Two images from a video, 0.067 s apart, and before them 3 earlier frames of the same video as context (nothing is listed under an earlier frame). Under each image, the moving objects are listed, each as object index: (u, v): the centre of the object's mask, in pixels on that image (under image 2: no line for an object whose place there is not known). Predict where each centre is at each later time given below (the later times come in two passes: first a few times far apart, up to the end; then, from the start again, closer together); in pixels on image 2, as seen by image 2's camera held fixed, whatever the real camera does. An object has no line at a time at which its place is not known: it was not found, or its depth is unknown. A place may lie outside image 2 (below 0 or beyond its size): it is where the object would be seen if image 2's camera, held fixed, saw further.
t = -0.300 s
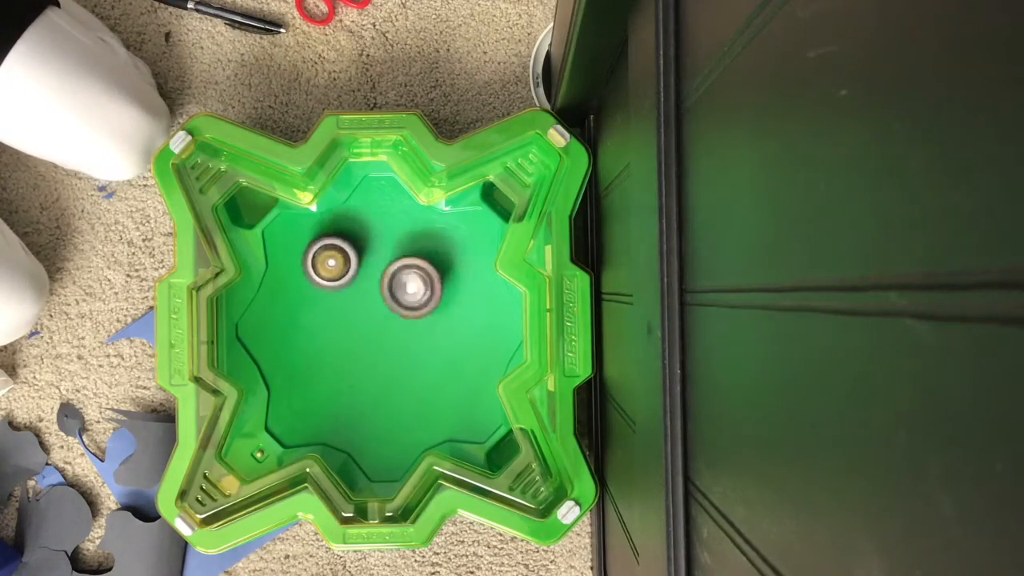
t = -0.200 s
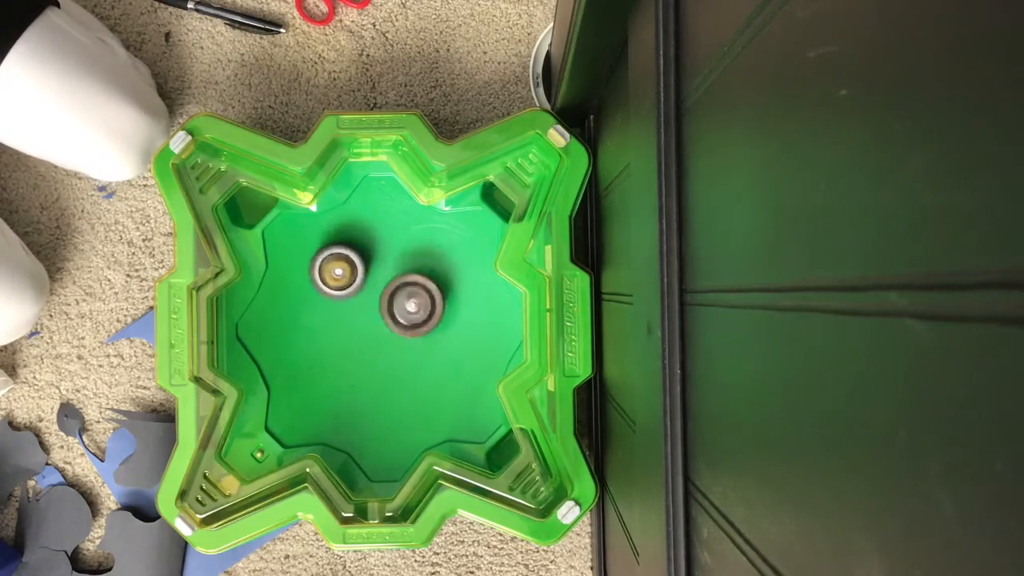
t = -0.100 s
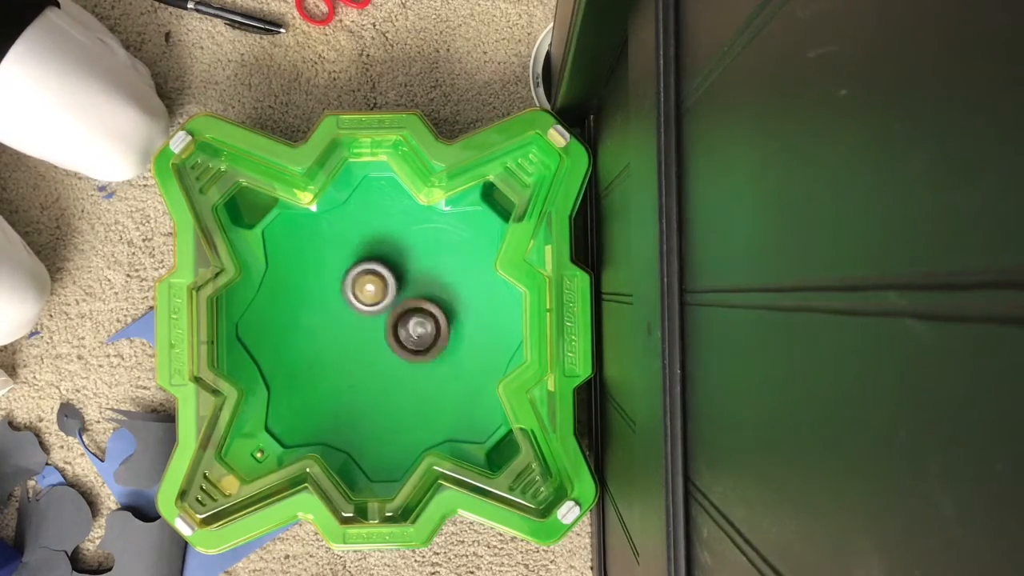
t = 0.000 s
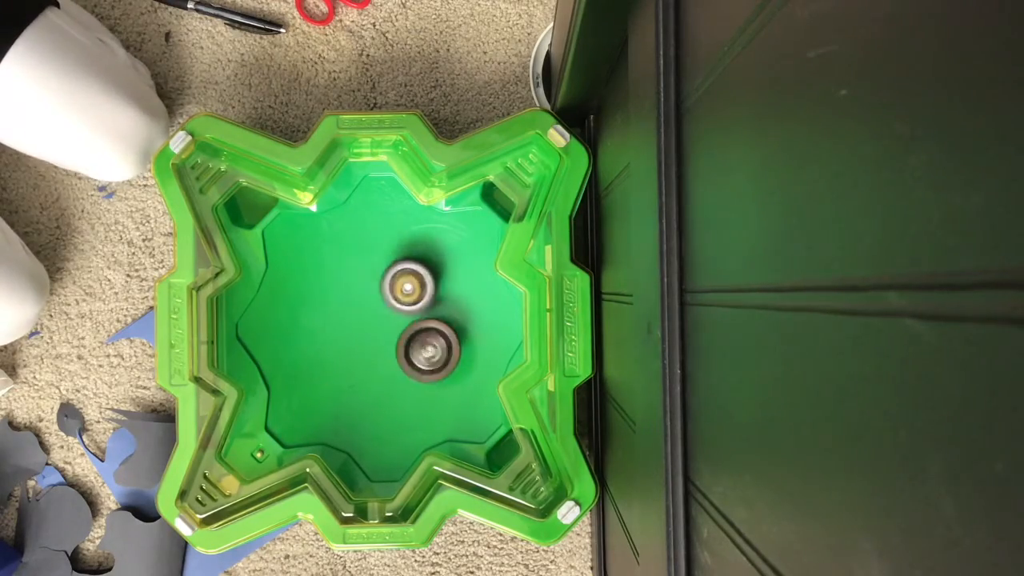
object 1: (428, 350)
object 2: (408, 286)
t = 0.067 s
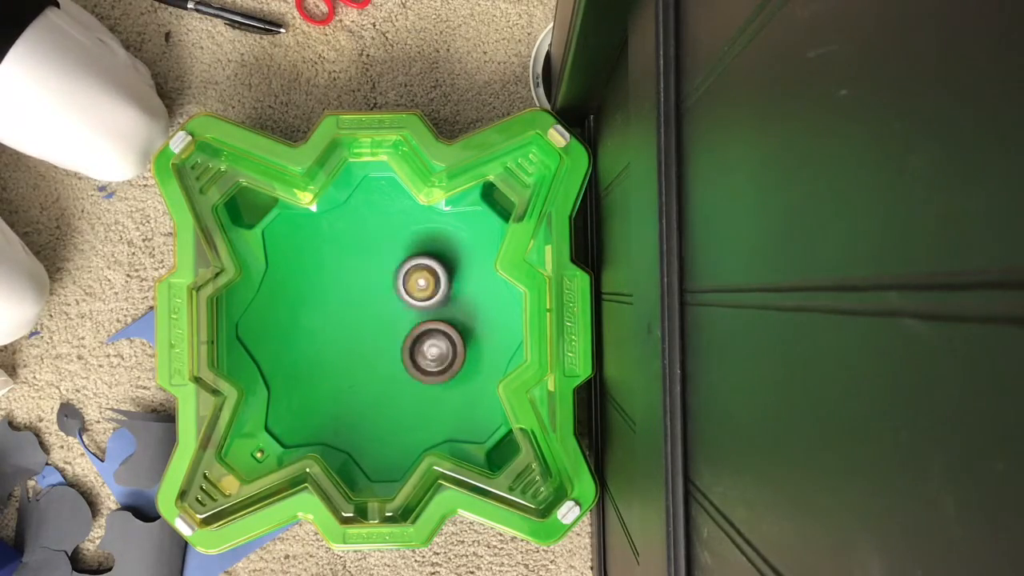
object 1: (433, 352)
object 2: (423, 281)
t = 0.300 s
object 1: (415, 353)
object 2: (362, 306)
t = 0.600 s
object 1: (430, 347)
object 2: (361, 335)
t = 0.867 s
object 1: (385, 331)
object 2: (332, 298)
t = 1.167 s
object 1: (413, 354)
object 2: (405, 284)
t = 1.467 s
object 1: (391, 362)
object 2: (361, 303)
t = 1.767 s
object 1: (411, 355)
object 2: (359, 322)
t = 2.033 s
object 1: (409, 342)
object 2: (378, 289)
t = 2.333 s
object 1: (420, 354)
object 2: (360, 287)
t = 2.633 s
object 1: (420, 382)
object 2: (340, 287)
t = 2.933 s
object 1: (400, 355)
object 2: (354, 301)
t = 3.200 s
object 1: (408, 335)
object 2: (352, 302)
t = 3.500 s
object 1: (410, 346)
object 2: (353, 295)
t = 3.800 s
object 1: (402, 343)
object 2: (365, 300)
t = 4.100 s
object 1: (410, 327)
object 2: (360, 300)
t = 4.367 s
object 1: (406, 329)
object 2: (357, 304)
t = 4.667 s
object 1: (401, 338)
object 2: (357, 307)
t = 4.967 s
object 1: (401, 337)
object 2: (357, 307)
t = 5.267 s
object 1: (402, 337)
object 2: (357, 307)
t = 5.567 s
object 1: (402, 337)
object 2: (357, 307)
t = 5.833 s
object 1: (402, 337)
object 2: (357, 307)
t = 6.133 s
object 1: (402, 337)
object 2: (357, 307)
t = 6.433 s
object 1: (402, 337)
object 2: (357, 307)
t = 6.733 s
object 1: (402, 337)
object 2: (357, 307)
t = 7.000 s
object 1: (402, 337)
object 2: (357, 307)
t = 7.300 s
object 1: (401, 337)
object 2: (357, 307)
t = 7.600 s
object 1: (401, 337)
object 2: (357, 307)
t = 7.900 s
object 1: (401, 337)
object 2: (357, 307)
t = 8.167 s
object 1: (401, 337)
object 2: (357, 308)
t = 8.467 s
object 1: (402, 337)
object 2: (357, 308)
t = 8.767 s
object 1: (401, 337)
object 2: (357, 308)
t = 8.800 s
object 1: (402, 337)
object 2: (357, 308)
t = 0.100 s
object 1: (433, 350)
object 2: (422, 283)
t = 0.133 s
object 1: (435, 351)
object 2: (418, 281)
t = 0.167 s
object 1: (434, 358)
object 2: (406, 273)
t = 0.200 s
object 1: (430, 359)
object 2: (393, 272)
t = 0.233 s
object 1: (426, 358)
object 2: (379, 280)
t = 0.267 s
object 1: (421, 356)
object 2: (368, 292)
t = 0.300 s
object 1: (415, 353)
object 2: (362, 306)
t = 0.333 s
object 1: (411, 352)
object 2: (358, 321)
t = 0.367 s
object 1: (421, 360)
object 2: (346, 325)
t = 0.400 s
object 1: (426, 366)
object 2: (340, 332)
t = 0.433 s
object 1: (426, 368)
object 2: (337, 343)
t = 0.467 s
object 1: (426, 366)
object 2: (341, 352)
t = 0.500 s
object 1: (426, 363)
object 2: (352, 357)
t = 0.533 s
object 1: (426, 358)
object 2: (363, 354)
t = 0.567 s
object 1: (430, 351)
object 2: (363, 346)
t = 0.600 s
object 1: (430, 347)
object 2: (361, 335)
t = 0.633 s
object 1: (426, 340)
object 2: (358, 325)
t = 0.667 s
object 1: (419, 334)
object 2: (354, 313)
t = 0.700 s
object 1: (411, 328)
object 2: (350, 306)
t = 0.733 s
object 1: (403, 325)
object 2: (344, 298)
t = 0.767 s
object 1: (400, 324)
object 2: (337, 292)
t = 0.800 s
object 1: (396, 326)
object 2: (330, 290)
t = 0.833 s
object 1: (390, 328)
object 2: (328, 294)
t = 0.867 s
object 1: (385, 331)
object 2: (332, 298)
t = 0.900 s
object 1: (389, 339)
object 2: (336, 300)
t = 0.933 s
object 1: (389, 346)
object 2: (342, 300)
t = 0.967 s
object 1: (391, 352)
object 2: (352, 300)
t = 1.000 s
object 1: (394, 357)
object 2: (361, 297)
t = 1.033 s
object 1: (398, 360)
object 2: (371, 295)
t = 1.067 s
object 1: (403, 361)
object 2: (381, 292)
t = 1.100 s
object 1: (407, 358)
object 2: (391, 290)
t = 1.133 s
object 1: (410, 355)
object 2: (400, 289)
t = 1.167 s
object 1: (413, 354)
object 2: (405, 284)
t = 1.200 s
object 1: (414, 353)
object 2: (406, 279)
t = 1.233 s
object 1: (412, 349)
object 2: (405, 278)
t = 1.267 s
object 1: (409, 343)
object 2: (402, 280)
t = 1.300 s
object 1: (407, 353)
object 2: (396, 272)
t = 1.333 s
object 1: (404, 358)
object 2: (387, 269)
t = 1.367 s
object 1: (400, 361)
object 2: (376, 272)
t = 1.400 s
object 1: (397, 362)
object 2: (369, 280)
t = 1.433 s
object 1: (393, 362)
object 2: (364, 292)
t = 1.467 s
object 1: (391, 362)
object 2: (361, 303)
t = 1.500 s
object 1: (392, 365)
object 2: (358, 309)
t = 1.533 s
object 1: (396, 370)
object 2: (355, 317)
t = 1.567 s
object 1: (405, 379)
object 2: (347, 315)
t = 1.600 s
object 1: (408, 381)
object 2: (340, 315)
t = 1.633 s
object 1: (412, 381)
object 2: (335, 317)
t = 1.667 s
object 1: (414, 377)
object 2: (337, 319)
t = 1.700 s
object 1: (415, 371)
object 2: (342, 322)
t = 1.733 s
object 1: (413, 362)
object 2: (350, 322)
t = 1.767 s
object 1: (411, 355)
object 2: (359, 322)
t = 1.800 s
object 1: (419, 352)
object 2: (356, 313)
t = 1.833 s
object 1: (415, 347)
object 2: (360, 310)
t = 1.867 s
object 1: (413, 344)
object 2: (365, 306)
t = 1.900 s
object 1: (417, 342)
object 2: (367, 299)
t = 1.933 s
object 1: (416, 341)
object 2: (369, 293)
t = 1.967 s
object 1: (415, 343)
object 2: (372, 289)
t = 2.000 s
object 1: (413, 342)
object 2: (375, 288)
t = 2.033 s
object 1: (409, 342)
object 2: (378, 289)
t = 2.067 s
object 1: (411, 344)
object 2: (380, 290)
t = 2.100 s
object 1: (412, 346)
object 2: (384, 289)
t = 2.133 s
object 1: (411, 349)
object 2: (385, 289)
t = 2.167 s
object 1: (413, 350)
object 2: (383, 290)
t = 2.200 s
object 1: (413, 351)
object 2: (382, 293)
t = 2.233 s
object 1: (415, 351)
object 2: (380, 296)
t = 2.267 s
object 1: (421, 355)
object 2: (372, 292)
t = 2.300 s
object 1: (422, 355)
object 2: (367, 287)
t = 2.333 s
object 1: (420, 354)
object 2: (360, 287)
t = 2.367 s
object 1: (418, 354)
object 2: (353, 287)
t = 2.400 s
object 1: (414, 351)
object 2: (348, 291)
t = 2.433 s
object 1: (408, 350)
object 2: (349, 298)
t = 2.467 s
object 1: (403, 350)
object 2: (351, 305)
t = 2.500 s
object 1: (408, 358)
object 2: (350, 305)
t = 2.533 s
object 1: (418, 375)
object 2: (340, 296)
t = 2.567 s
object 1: (421, 382)
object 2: (337, 291)
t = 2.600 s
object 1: (423, 384)
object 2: (337, 290)
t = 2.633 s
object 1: (420, 382)
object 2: (340, 287)
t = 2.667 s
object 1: (417, 380)
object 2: (347, 288)
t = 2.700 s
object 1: (415, 375)
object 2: (351, 292)
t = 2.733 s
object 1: (408, 367)
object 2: (356, 297)
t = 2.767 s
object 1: (398, 356)
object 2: (360, 305)
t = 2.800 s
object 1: (399, 354)
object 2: (359, 302)
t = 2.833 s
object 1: (398, 353)
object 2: (360, 303)
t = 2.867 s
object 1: (402, 352)
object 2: (358, 302)
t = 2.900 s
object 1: (401, 355)
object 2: (355, 303)
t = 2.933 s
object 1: (400, 355)
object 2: (354, 301)
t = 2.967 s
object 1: (397, 353)
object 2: (356, 301)
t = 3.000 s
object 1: (400, 352)
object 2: (353, 303)
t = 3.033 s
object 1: (402, 346)
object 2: (357, 302)
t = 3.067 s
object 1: (401, 346)
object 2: (357, 305)
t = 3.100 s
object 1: (404, 345)
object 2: (356, 307)
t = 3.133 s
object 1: (407, 343)
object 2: (354, 306)
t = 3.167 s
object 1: (409, 339)
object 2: (352, 305)
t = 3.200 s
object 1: (408, 335)
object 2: (352, 302)
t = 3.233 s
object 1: (404, 335)
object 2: (353, 301)
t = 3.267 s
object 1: (403, 335)
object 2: (355, 301)
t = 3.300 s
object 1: (404, 338)
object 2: (356, 298)
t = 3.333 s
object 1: (406, 342)
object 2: (353, 296)
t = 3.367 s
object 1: (408, 343)
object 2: (352, 294)
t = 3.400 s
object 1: (409, 344)
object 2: (351, 293)
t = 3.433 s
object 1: (410, 344)
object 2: (352, 293)
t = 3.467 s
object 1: (409, 345)
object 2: (353, 294)
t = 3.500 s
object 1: (410, 346)
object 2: (353, 295)
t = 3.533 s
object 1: (410, 346)
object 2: (354, 295)
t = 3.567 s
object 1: (407, 344)
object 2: (355, 296)
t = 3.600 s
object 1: (404, 344)
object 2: (355, 297)
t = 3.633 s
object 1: (402, 345)
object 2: (357, 297)
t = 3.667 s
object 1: (401, 345)
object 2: (359, 297)
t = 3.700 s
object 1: (401, 345)
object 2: (360, 298)
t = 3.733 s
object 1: (400, 345)
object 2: (362, 298)
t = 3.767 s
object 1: (401, 345)
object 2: (363, 299)
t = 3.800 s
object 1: (402, 343)
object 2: (365, 300)
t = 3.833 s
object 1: (409, 343)
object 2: (365, 300)
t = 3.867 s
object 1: (414, 339)
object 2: (365, 301)
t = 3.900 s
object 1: (414, 336)
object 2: (365, 300)
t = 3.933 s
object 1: (413, 336)
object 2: (365, 300)
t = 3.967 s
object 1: (412, 335)
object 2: (365, 300)
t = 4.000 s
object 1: (411, 336)
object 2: (364, 301)
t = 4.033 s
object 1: (412, 334)
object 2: (363, 301)
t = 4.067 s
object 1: (411, 329)
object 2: (362, 300)
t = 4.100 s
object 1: (410, 327)
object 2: (360, 300)
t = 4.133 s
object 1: (410, 326)
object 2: (359, 300)
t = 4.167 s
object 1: (412, 325)
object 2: (356, 300)
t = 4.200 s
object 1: (412, 324)
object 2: (356, 300)
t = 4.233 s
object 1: (411, 324)
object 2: (356, 300)
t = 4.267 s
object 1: (410, 325)
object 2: (356, 301)
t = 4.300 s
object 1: (409, 325)
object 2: (357, 302)
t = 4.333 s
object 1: (407, 327)
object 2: (357, 303)
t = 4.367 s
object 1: (406, 329)
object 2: (357, 304)
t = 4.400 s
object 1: (404, 332)
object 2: (357, 305)
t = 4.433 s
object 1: (403, 335)
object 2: (357, 306)
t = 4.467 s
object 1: (401, 337)
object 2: (357, 307)
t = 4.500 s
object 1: (400, 338)
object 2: (357, 307)
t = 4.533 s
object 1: (401, 337)
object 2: (357, 307)
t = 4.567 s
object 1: (402, 338)
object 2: (357, 307)
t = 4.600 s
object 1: (402, 337)
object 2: (357, 307)
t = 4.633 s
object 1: (402, 337)
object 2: (357, 307)
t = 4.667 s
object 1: (401, 338)
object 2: (357, 307)
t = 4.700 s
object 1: (401, 338)
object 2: (357, 307)
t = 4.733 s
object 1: (401, 338)
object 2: (357, 307)
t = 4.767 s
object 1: (402, 337)
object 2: (357, 307)
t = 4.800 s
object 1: (402, 337)
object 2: (357, 307)
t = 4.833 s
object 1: (401, 337)
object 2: (357, 307)
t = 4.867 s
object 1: (401, 337)
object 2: (357, 307)
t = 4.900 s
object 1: (402, 337)
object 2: (357, 307)
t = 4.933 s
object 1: (402, 337)
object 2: (357, 307)
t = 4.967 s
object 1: (401, 337)
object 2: (357, 307)
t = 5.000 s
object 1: (402, 337)
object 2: (357, 307)
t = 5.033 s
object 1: (401, 337)
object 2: (357, 307)
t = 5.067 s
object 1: (401, 337)
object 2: (357, 307)
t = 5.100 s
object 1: (401, 337)
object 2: (357, 307)
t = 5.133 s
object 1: (401, 337)
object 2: (357, 307)
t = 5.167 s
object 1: (402, 337)
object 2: (357, 307)
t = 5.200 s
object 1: (402, 337)
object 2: (357, 307)
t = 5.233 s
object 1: (402, 337)
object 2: (357, 307)
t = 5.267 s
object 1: (402, 337)
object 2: (357, 307)
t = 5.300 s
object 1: (402, 337)
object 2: (357, 307)
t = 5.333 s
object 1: (402, 337)
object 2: (357, 307)
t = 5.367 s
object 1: (402, 337)
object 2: (357, 307)
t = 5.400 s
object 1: (402, 337)
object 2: (357, 307)
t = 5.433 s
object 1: (402, 337)
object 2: (357, 307)
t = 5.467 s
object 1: (402, 337)
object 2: (357, 307)
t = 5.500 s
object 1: (402, 337)
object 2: (357, 307)
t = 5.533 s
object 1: (402, 337)
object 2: (357, 307)
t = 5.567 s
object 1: (402, 337)
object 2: (357, 307)
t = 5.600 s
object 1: (402, 337)
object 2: (357, 307)
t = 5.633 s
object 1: (402, 337)
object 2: (357, 307)
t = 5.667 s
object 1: (402, 337)
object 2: (357, 307)
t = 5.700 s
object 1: (402, 337)
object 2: (357, 307)
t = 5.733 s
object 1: (402, 337)
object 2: (357, 307)
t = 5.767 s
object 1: (402, 337)
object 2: (357, 307)
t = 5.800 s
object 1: (402, 337)
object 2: (357, 307)
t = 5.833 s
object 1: (402, 337)
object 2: (357, 307)
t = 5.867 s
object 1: (402, 337)
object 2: (357, 307)
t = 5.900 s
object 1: (402, 337)
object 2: (357, 307)
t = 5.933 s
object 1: (402, 337)
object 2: (357, 307)
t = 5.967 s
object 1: (402, 337)
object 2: (357, 307)
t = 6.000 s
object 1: (402, 337)
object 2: (357, 307)
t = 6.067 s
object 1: (402, 337)
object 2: (357, 307)
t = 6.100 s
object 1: (402, 337)
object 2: (357, 307)
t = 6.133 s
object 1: (402, 337)
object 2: (357, 307)
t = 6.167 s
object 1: (402, 337)
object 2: (357, 307)
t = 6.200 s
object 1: (402, 337)
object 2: (357, 307)
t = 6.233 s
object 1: (402, 337)
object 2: (357, 307)
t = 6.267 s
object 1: (402, 337)
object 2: (357, 307)
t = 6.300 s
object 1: (402, 337)
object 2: (357, 307)
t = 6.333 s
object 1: (402, 337)
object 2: (357, 307)
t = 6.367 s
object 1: (402, 337)
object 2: (357, 307)
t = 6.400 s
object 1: (402, 337)
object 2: (357, 307)
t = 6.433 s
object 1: (402, 337)
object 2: (357, 307)
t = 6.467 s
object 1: (402, 337)
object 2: (357, 307)
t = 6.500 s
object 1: (402, 337)
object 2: (357, 307)
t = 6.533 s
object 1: (402, 337)
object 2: (357, 307)
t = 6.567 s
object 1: (402, 337)
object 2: (357, 307)
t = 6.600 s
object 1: (402, 337)
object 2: (357, 307)
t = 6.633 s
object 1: (402, 337)
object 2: (357, 307)
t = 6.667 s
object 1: (402, 337)
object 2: (357, 307)
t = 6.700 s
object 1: (402, 337)
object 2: (357, 307)
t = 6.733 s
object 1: (402, 337)
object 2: (357, 307)
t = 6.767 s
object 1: (401, 337)
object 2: (357, 307)
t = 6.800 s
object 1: (401, 337)
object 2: (357, 307)
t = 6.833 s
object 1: (401, 337)
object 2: (357, 307)
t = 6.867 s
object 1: (401, 337)
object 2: (357, 307)
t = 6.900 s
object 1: (402, 337)
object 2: (357, 307)
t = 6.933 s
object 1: (402, 337)
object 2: (357, 307)
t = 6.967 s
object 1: (402, 337)
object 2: (357, 307)
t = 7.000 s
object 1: (402, 337)
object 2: (357, 307)
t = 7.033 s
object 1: (402, 337)
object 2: (357, 307)
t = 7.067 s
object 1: (402, 337)
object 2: (357, 307)
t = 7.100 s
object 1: (401, 337)
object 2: (357, 307)
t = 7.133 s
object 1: (401, 337)
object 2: (357, 307)
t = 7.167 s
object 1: (401, 337)
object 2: (357, 307)
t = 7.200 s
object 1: (401, 337)
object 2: (357, 307)
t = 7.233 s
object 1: (401, 337)
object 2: (357, 307)
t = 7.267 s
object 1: (401, 337)
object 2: (357, 307)
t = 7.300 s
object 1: (401, 337)
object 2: (357, 307)
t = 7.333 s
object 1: (401, 337)
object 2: (357, 307)
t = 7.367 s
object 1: (401, 337)
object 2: (357, 307)
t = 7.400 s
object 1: (401, 337)
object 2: (357, 307)
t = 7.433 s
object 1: (401, 337)
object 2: (357, 307)
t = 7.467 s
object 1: (401, 337)
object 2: (357, 307)
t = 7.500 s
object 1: (401, 337)
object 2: (357, 307)
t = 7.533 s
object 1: (401, 337)
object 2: (357, 307)
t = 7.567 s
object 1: (401, 337)
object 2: (357, 307)
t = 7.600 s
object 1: (401, 337)
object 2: (357, 307)
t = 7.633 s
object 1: (401, 337)
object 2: (357, 307)
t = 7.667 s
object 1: (401, 337)
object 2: (357, 307)
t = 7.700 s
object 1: (401, 337)
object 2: (357, 307)
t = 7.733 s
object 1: (401, 337)
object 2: (357, 307)
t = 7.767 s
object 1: (401, 337)
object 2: (357, 307)
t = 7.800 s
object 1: (401, 337)
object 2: (357, 307)
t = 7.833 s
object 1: (401, 337)
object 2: (357, 307)
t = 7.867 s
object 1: (401, 337)
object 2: (357, 307)
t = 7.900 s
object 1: (401, 337)
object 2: (357, 307)
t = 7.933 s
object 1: (401, 337)
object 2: (357, 307)
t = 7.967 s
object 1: (401, 337)
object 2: (357, 307)
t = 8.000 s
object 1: (401, 337)
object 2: (357, 308)
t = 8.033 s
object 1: (401, 337)
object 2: (357, 308)
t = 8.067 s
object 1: (401, 337)
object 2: (357, 308)
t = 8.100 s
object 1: (401, 337)
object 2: (357, 308)
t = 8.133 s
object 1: (401, 337)
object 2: (357, 308)
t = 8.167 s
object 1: (401, 337)
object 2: (357, 308)
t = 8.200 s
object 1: (401, 337)
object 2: (357, 308)
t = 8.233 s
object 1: (401, 337)
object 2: (357, 308)
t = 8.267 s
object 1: (401, 337)
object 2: (357, 308)
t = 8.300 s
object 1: (401, 337)
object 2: (357, 308)
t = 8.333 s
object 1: (402, 337)
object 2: (357, 308)
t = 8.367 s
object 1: (401, 337)
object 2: (357, 308)
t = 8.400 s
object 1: (402, 337)
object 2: (357, 308)
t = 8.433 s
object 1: (402, 337)
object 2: (357, 308)
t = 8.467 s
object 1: (402, 337)
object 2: (357, 308)
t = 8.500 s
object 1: (402, 337)
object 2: (357, 308)
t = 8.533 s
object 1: (402, 337)
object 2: (357, 308)
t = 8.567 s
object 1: (402, 337)
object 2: (357, 308)
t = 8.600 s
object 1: (402, 337)
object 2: (357, 308)
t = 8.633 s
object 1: (402, 337)
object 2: (357, 308)
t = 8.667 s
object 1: (401, 337)
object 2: (357, 308)
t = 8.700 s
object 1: (402, 337)
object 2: (357, 308)
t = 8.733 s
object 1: (401, 337)
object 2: (357, 308)
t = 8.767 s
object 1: (401, 337)
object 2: (357, 308)
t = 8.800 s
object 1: (402, 337)
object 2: (357, 308)
